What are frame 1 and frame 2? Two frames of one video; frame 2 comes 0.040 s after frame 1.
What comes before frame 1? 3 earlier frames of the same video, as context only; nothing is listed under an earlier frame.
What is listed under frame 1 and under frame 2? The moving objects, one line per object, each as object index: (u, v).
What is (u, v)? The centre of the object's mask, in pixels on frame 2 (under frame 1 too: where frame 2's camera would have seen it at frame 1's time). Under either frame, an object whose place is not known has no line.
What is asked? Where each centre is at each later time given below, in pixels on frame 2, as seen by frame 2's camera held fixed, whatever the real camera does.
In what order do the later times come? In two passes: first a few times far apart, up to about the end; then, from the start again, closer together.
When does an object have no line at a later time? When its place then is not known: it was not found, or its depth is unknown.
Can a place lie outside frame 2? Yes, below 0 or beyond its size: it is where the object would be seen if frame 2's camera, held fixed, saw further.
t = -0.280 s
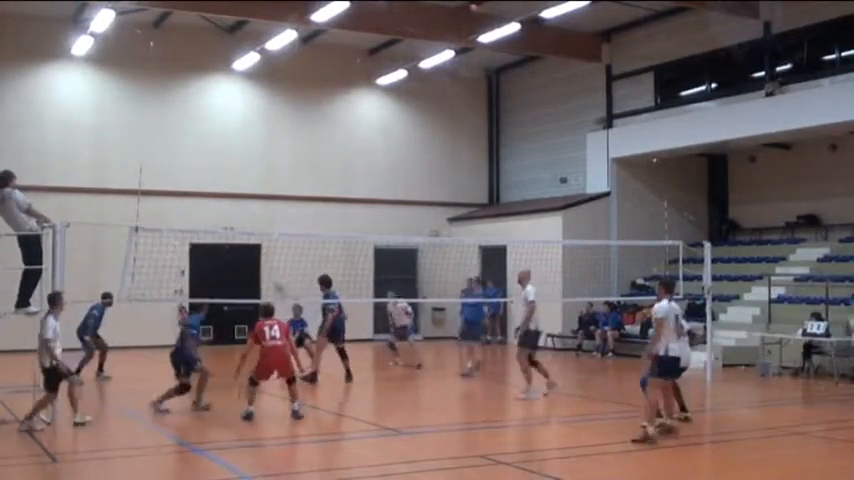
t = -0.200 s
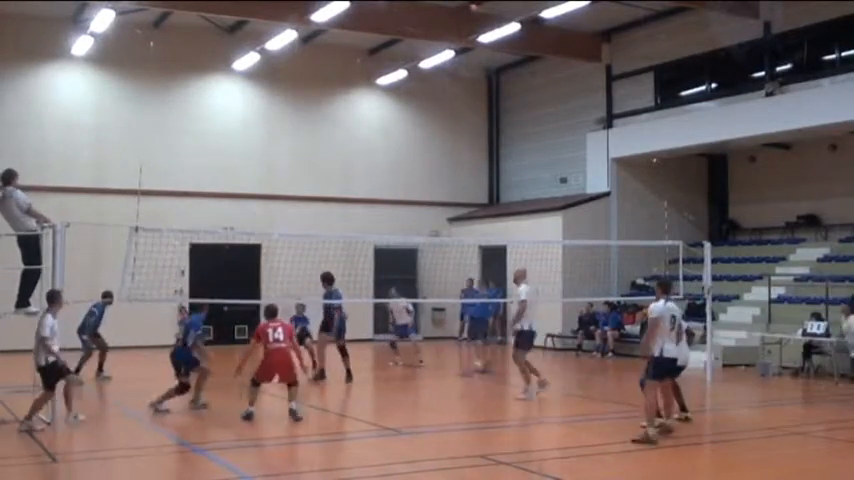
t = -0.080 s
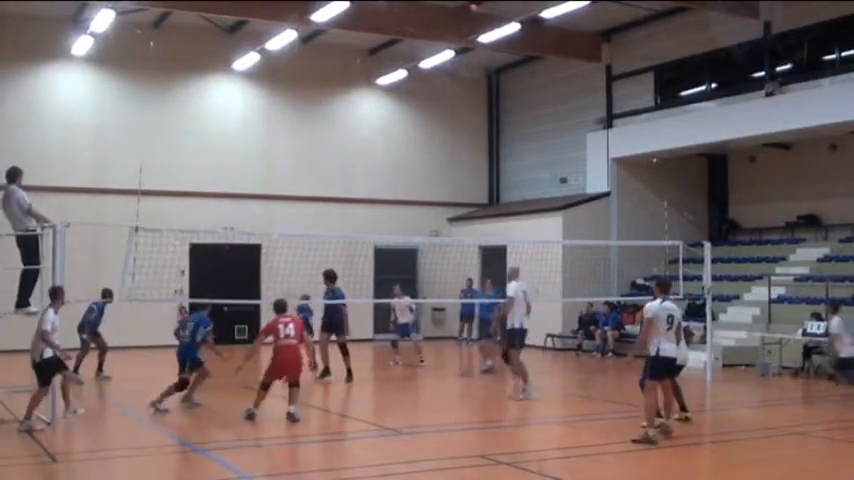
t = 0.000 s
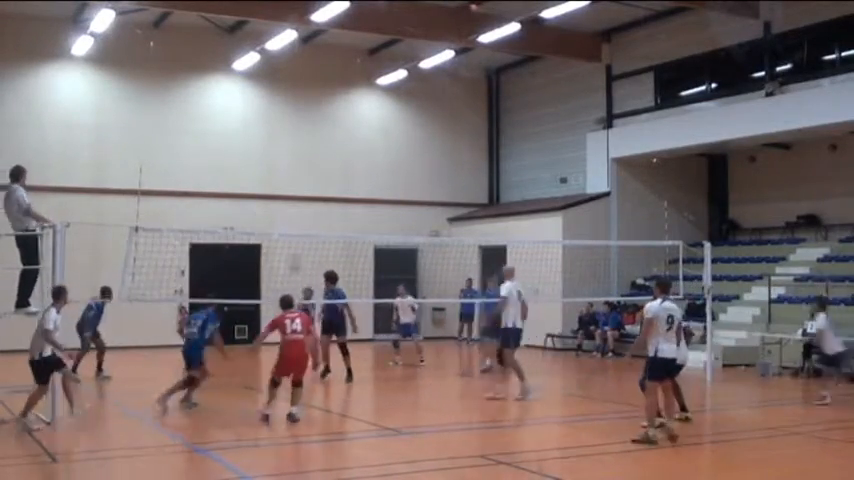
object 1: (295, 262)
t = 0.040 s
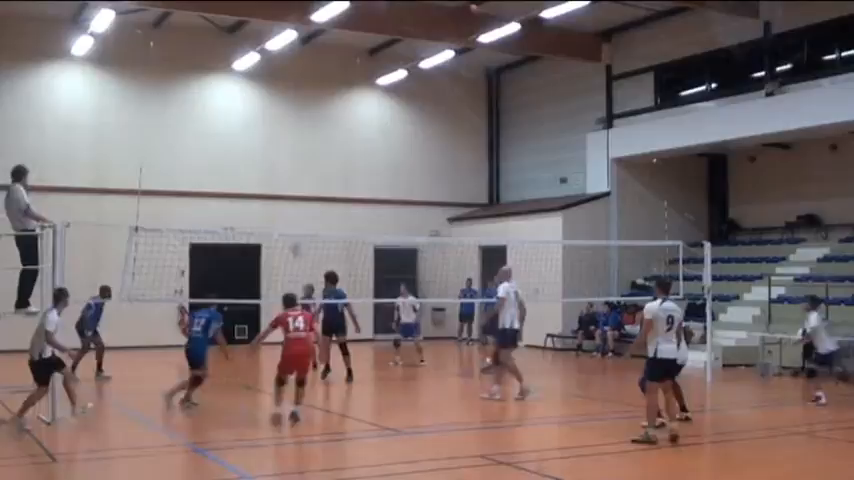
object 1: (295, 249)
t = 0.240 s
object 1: (299, 185)
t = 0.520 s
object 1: (306, 130)
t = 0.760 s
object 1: (312, 114)
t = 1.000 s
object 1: (319, 132)
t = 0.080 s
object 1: (296, 235)
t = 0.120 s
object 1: (297, 222)
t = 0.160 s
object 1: (297, 208)
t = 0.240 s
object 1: (299, 185)
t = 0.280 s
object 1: (300, 176)
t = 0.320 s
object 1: (301, 167)
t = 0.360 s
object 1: (303, 158)
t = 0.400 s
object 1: (304, 150)
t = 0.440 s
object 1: (304, 143)
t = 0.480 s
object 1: (305, 136)
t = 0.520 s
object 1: (306, 130)
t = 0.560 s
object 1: (307, 126)
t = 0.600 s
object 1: (308, 123)
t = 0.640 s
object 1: (309, 120)
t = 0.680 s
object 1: (310, 117)
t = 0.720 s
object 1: (311, 115)
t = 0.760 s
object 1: (312, 114)
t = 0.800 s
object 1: (313, 115)
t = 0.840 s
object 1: (314, 116)
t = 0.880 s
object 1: (315, 118)
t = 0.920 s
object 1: (317, 123)
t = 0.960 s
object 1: (318, 128)
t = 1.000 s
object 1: (319, 132)
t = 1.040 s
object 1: (319, 138)
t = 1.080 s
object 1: (321, 145)
